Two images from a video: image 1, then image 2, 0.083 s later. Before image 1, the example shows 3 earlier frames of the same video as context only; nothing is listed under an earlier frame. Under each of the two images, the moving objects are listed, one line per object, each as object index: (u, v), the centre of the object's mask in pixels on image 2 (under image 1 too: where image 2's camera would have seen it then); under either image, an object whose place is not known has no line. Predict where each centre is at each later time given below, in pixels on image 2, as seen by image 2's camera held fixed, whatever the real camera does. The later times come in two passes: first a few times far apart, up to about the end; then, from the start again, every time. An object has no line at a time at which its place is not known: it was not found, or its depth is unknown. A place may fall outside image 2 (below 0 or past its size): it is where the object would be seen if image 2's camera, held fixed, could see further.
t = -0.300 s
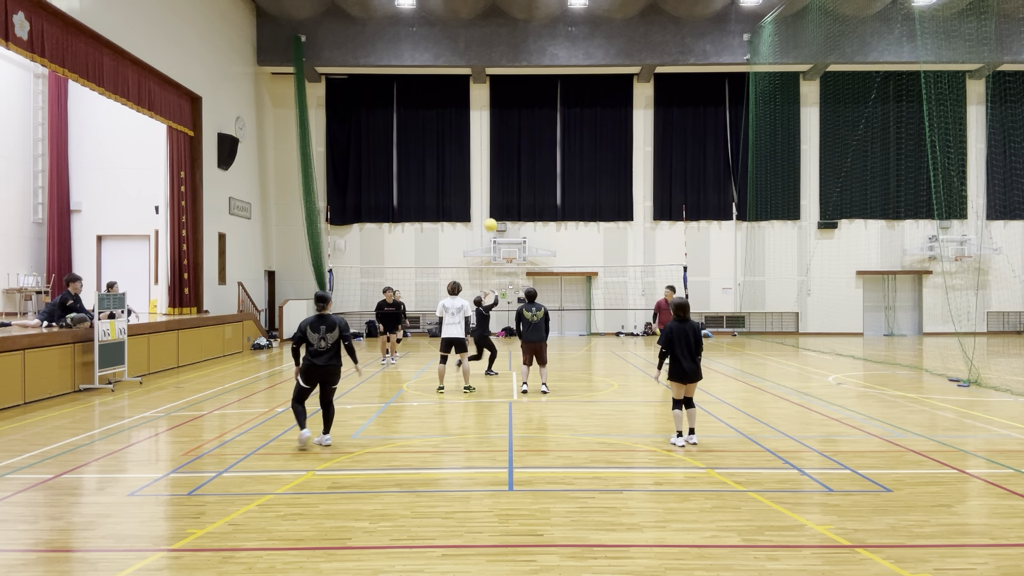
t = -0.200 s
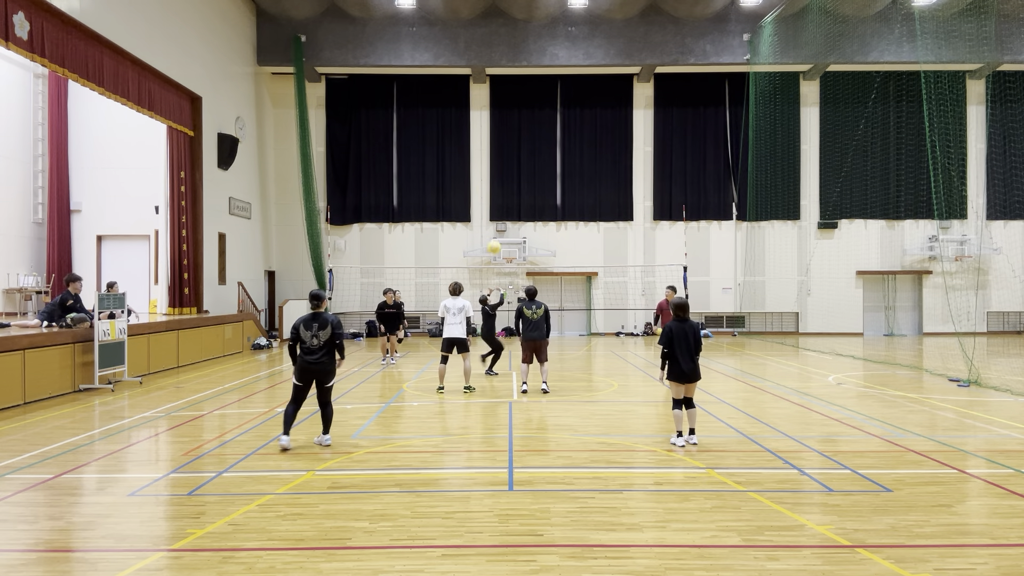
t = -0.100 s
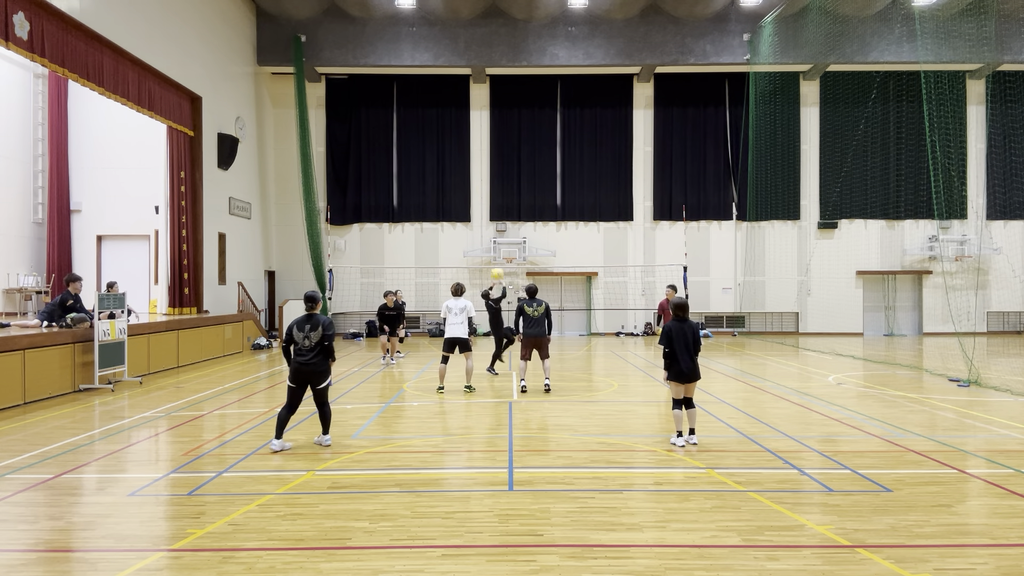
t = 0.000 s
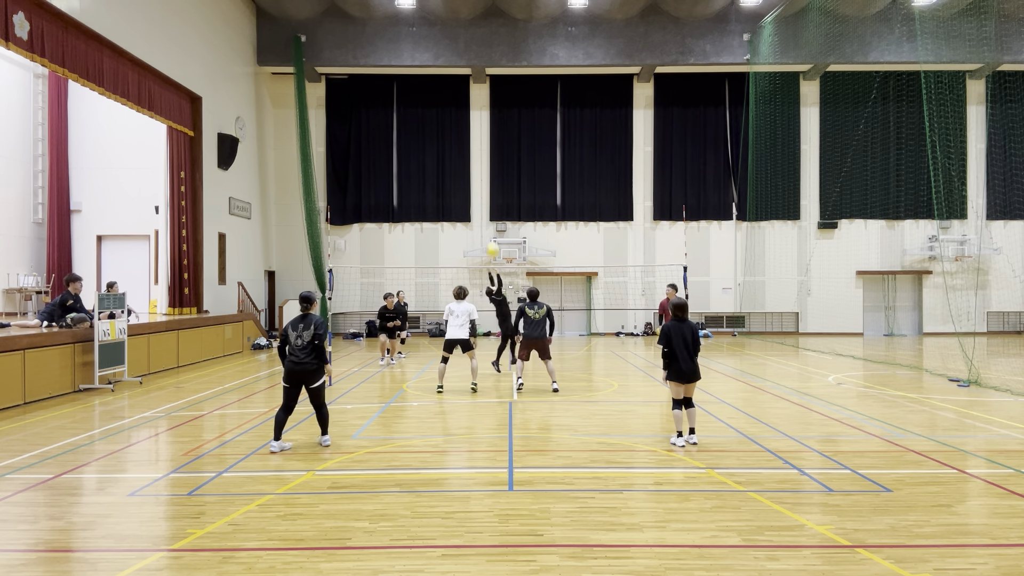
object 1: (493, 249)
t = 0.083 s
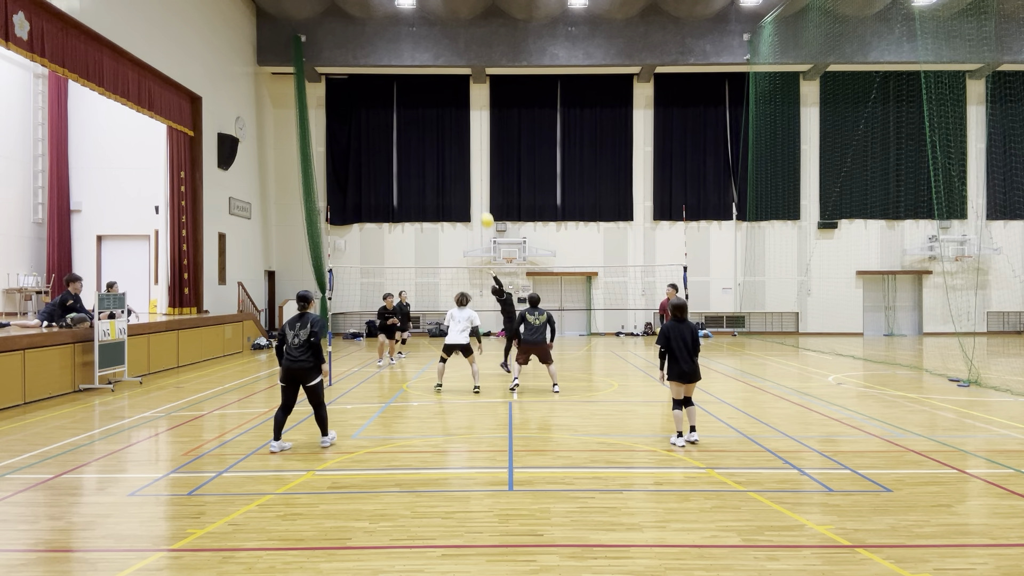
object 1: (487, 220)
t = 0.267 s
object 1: (475, 170)
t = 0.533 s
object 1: (462, 133)
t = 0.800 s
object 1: (450, 133)
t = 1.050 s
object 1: (440, 165)
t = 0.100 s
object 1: (486, 215)
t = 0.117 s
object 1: (485, 209)
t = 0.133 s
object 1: (484, 204)
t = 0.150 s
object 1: (482, 200)
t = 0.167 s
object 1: (481, 195)
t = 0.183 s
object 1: (480, 190)
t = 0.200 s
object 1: (479, 186)
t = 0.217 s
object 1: (479, 182)
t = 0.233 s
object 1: (477, 177)
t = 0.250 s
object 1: (476, 174)
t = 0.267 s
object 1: (475, 170)
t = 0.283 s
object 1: (474, 167)
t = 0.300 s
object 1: (473, 163)
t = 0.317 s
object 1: (473, 160)
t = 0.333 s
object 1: (472, 157)
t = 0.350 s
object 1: (471, 154)
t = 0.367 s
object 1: (470, 151)
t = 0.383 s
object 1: (469, 149)
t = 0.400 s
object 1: (468, 146)
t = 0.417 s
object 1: (468, 144)
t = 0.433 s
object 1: (467, 142)
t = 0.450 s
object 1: (466, 140)
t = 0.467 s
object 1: (466, 138)
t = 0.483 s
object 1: (465, 137)
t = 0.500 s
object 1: (464, 135)
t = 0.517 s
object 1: (463, 134)
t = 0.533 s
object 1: (462, 133)
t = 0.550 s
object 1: (462, 131)
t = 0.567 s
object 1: (461, 131)
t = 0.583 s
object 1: (460, 130)
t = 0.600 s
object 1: (459, 129)
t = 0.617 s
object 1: (458, 129)
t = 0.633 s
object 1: (458, 128)
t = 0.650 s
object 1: (457, 128)
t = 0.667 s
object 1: (456, 128)
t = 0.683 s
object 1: (455, 128)
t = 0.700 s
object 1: (455, 128)
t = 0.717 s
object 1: (454, 129)
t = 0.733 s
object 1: (453, 129)
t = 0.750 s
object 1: (452, 130)
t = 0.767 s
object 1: (452, 131)
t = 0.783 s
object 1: (451, 132)
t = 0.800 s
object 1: (450, 133)
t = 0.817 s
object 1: (450, 134)
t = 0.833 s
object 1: (449, 135)
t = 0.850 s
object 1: (448, 137)
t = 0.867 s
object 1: (447, 138)
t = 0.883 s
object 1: (447, 140)
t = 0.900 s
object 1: (446, 142)
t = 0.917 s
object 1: (445, 144)
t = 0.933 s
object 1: (445, 146)
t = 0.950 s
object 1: (444, 148)
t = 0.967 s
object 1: (443, 151)
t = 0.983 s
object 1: (443, 154)
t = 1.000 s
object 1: (442, 156)
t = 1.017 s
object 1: (441, 159)
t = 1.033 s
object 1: (440, 162)
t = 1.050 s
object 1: (440, 165)
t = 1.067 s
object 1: (439, 168)
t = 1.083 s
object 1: (438, 172)
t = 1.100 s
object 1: (438, 175)
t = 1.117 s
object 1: (437, 179)
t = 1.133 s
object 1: (436, 183)
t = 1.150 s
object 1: (436, 187)
